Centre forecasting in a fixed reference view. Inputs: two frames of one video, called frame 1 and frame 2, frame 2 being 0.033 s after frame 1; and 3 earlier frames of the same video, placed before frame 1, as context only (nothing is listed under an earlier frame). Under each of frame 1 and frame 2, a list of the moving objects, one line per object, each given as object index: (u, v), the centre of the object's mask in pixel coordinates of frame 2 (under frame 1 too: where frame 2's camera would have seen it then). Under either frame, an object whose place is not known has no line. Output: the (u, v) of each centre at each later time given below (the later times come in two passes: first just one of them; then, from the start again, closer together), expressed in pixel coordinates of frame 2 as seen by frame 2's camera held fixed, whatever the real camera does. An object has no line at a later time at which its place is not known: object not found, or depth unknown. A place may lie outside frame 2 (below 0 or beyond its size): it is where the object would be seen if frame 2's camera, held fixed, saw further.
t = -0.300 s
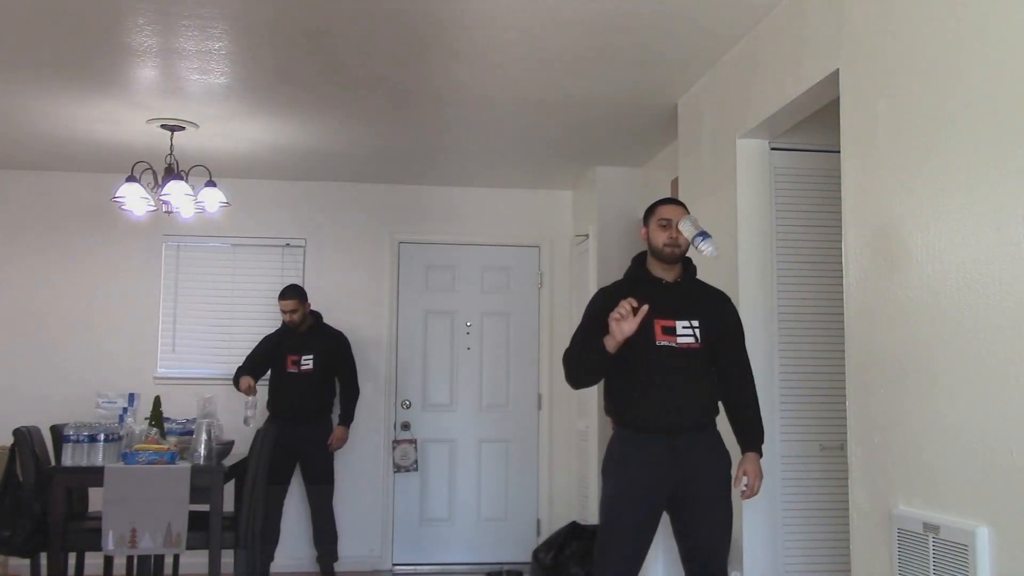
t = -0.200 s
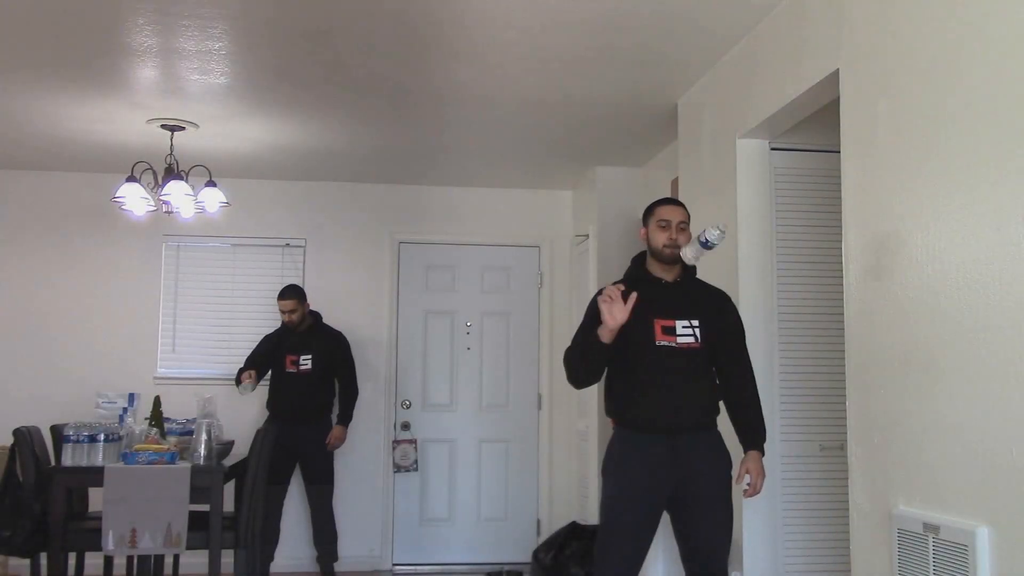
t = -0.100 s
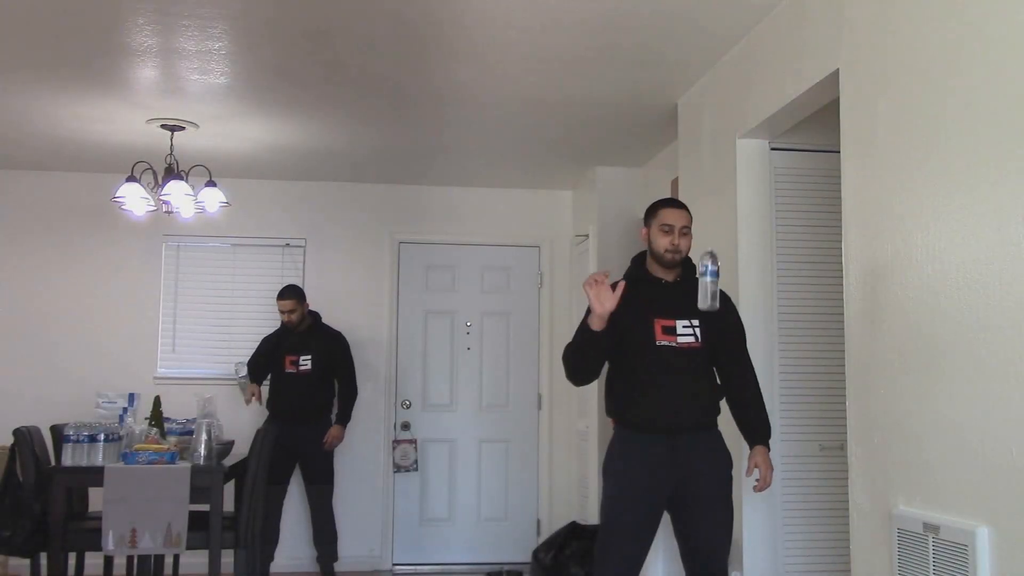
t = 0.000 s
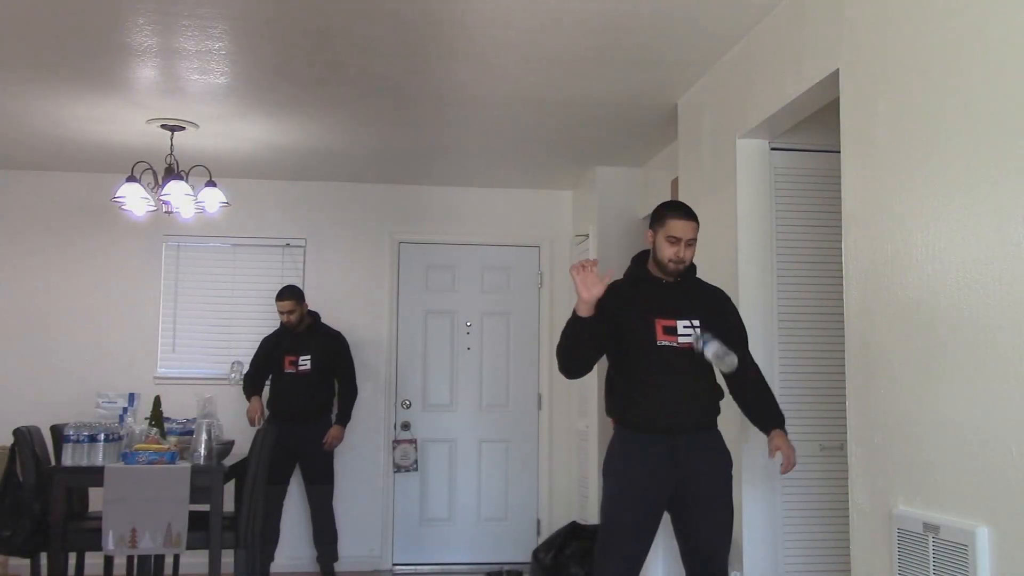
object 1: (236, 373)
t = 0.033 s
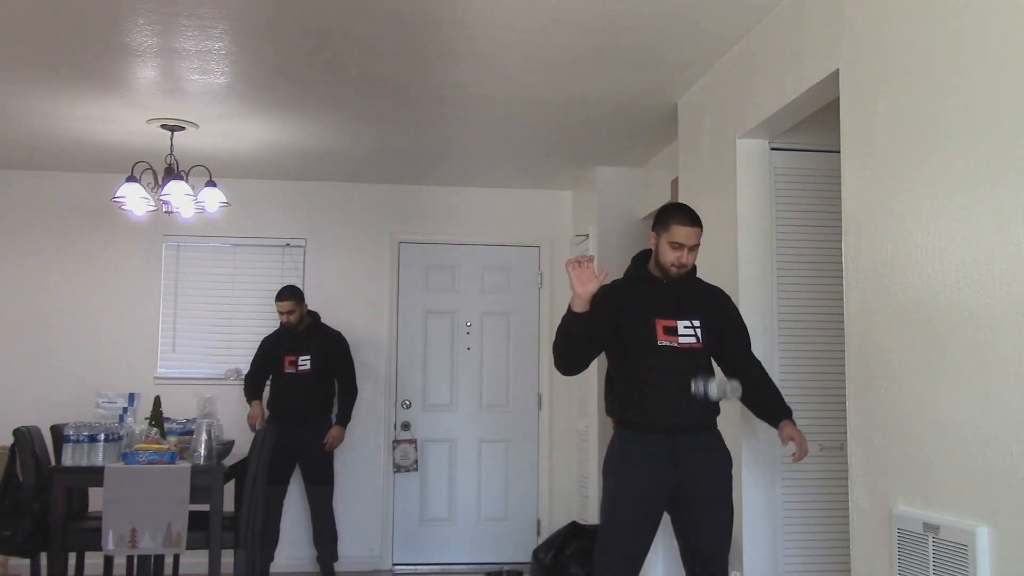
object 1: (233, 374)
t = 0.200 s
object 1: (224, 416)
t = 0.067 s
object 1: (231, 376)
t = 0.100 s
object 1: (229, 383)
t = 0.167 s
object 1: (226, 401)
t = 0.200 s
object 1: (224, 416)
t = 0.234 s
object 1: (224, 427)
